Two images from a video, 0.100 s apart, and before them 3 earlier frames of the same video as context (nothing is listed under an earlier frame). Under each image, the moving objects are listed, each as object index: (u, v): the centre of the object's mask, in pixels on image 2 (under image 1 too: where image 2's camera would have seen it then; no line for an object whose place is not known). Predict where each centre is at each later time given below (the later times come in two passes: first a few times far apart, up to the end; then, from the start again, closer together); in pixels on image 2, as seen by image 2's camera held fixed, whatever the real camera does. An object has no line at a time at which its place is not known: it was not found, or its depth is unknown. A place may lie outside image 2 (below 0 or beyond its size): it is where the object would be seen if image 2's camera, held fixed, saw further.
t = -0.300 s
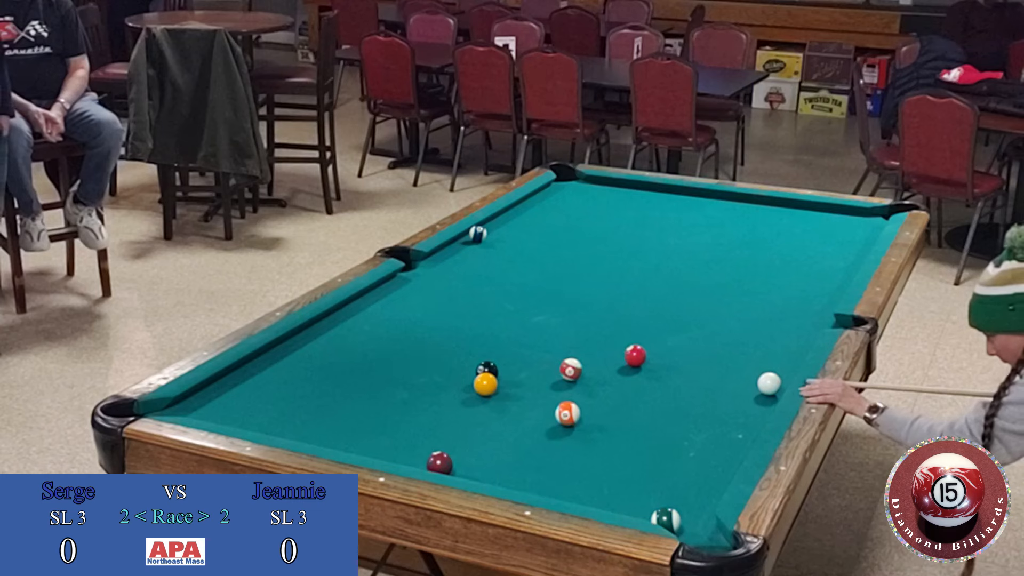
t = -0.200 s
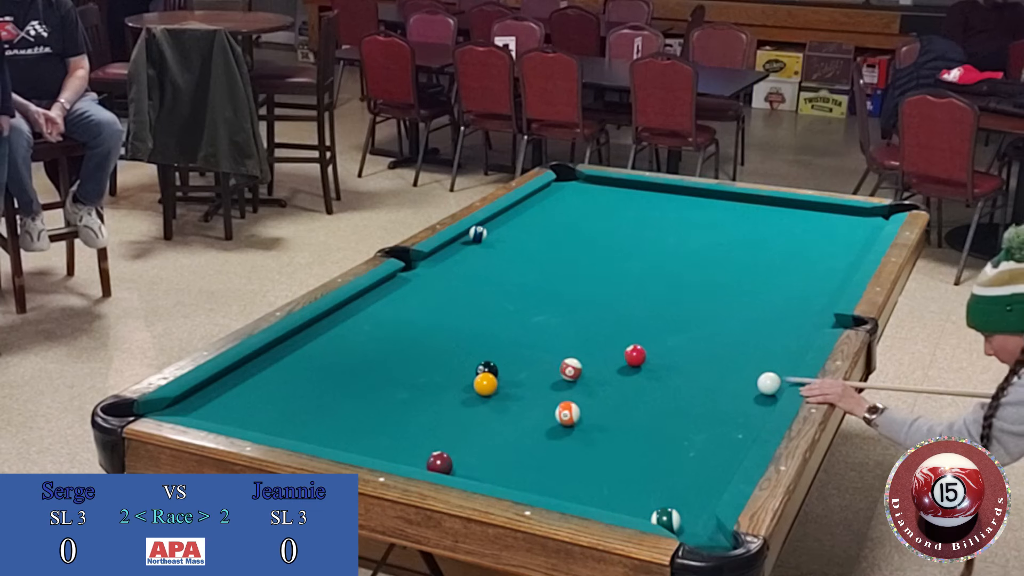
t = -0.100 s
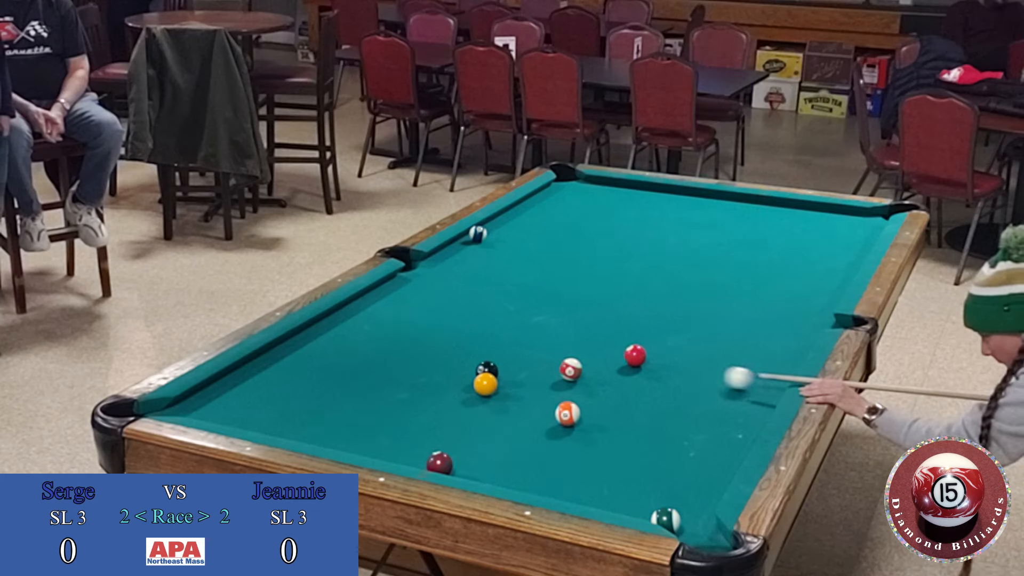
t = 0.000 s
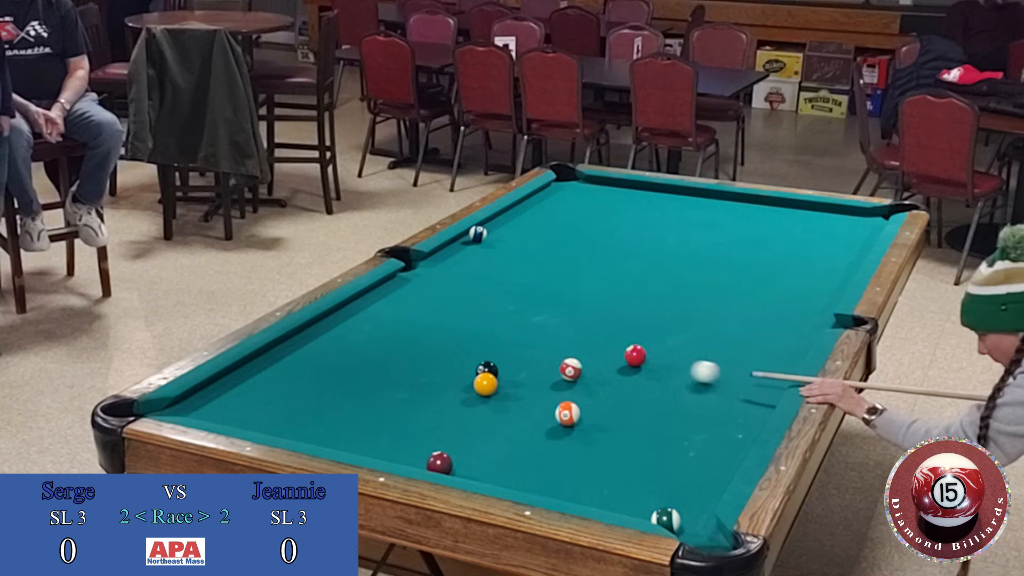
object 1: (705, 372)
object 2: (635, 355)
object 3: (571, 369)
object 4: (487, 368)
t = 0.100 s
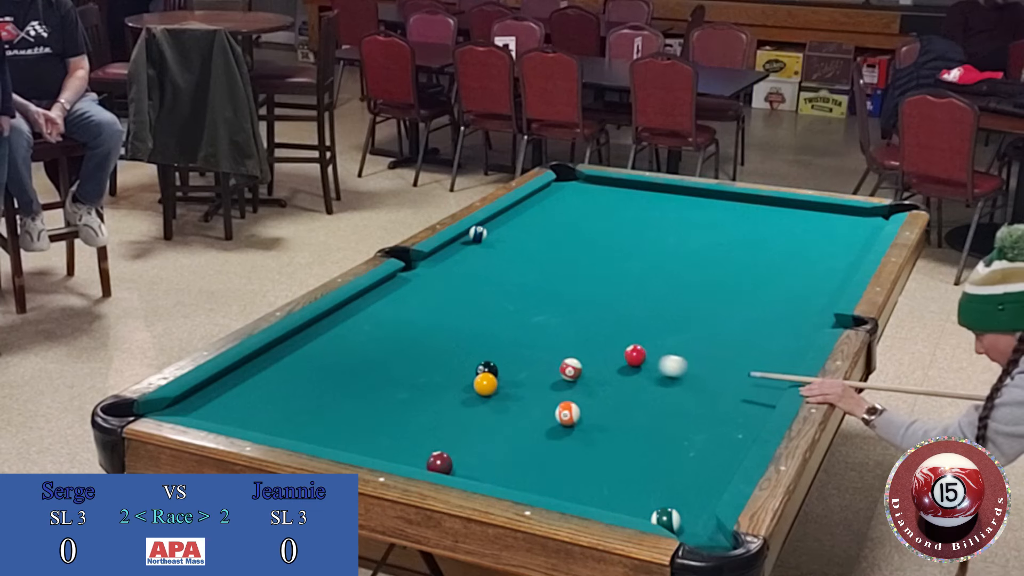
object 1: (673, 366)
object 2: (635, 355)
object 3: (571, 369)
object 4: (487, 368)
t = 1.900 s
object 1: (584, 371)
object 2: (471, 288)
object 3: (506, 374)
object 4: (473, 370)
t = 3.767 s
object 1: (584, 371)
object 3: (507, 373)
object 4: (469, 372)
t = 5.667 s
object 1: (584, 371)
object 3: (507, 373)
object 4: (469, 372)
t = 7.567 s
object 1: (584, 371)
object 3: (507, 373)
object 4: (469, 372)
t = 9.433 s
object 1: (584, 371)
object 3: (506, 373)
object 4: (469, 372)
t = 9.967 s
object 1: (584, 371)
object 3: (507, 373)
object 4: (469, 372)
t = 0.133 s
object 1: (662, 364)
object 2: (635, 355)
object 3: (571, 369)
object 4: (487, 368)
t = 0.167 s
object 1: (652, 362)
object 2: (633, 354)
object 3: (571, 369)
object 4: (487, 368)
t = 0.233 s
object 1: (643, 363)
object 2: (624, 350)
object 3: (571, 369)
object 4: (487, 368)
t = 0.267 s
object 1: (639, 364)
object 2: (620, 349)
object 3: (571, 369)
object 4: (487, 368)
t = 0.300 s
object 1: (634, 364)
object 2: (616, 347)
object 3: (571, 369)
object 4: (487, 368)
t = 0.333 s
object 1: (629, 365)
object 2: (612, 345)
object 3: (571, 369)
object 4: (487, 368)
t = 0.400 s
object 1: (619, 365)
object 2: (603, 342)
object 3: (571, 369)
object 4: (487, 368)
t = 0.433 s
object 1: (615, 366)
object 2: (600, 340)
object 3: (571, 369)
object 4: (487, 368)
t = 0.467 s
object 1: (610, 366)
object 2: (596, 339)
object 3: (571, 369)
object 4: (487, 368)
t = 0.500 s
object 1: (605, 367)
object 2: (592, 337)
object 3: (571, 369)
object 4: (487, 368)
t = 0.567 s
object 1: (596, 367)
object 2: (585, 334)
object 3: (571, 369)
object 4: (487, 368)
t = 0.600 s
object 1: (593, 368)
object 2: (581, 333)
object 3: (570, 369)
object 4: (487, 368)
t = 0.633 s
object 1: (592, 368)
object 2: (577, 331)
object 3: (567, 369)
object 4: (487, 368)
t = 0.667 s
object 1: (591, 368)
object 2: (574, 330)
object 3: (564, 369)
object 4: (487, 368)
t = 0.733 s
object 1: (590, 369)
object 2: (567, 327)
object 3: (558, 370)
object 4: (487, 368)
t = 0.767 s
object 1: (589, 369)
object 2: (564, 326)
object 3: (555, 370)
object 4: (487, 368)
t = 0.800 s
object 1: (589, 369)
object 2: (560, 324)
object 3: (553, 370)
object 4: (487, 368)
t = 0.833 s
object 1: (588, 369)
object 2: (557, 323)
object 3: (550, 370)
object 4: (487, 368)
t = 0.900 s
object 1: (587, 369)
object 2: (550, 320)
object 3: (545, 371)
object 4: (487, 368)
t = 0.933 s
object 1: (587, 370)
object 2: (547, 319)
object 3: (542, 371)
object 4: (487, 368)
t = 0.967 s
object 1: (586, 370)
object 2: (544, 318)
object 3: (540, 371)
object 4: (487, 368)
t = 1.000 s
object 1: (586, 370)
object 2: (541, 316)
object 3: (538, 371)
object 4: (487, 368)
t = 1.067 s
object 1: (585, 370)
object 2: (535, 314)
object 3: (533, 371)
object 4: (487, 368)
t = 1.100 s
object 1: (585, 370)
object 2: (532, 313)
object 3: (531, 371)
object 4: (487, 368)
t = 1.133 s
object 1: (585, 370)
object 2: (529, 311)
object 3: (528, 371)
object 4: (487, 368)
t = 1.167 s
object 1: (585, 370)
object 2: (526, 310)
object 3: (526, 371)
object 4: (487, 368)
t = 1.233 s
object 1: (584, 371)
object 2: (521, 308)
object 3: (521, 372)
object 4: (487, 368)
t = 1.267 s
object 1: (584, 371)
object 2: (517, 307)
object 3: (519, 372)
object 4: (487, 368)
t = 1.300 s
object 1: (584, 371)
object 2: (515, 306)
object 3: (517, 372)
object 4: (487, 368)
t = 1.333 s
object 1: (584, 371)
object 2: (512, 304)
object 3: (515, 372)
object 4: (487, 368)
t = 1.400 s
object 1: (584, 371)
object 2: (507, 302)
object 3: (511, 372)
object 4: (487, 368)
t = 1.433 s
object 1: (584, 371)
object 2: (504, 301)
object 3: (510, 373)
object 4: (487, 368)
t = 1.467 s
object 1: (584, 371)
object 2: (502, 300)
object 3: (509, 373)
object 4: (485, 368)
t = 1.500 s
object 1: (584, 371)
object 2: (499, 299)
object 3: (509, 373)
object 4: (484, 368)
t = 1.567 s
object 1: (584, 371)
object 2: (494, 297)
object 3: (508, 373)
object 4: (481, 368)
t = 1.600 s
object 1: (584, 371)
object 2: (491, 296)
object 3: (508, 373)
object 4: (480, 368)
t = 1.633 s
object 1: (584, 371)
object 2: (489, 295)
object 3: (508, 373)
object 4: (479, 369)
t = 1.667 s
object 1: (584, 371)
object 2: (487, 294)
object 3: (507, 373)
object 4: (478, 369)
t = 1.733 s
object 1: (584, 371)
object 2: (482, 292)
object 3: (507, 374)
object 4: (476, 369)
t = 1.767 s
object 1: (584, 371)
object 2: (480, 291)
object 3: (507, 374)
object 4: (476, 369)
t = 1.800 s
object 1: (584, 371)
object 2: (477, 290)
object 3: (507, 374)
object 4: (475, 370)
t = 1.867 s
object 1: (584, 371)
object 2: (473, 288)
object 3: (506, 374)
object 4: (473, 370)
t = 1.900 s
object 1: (584, 371)
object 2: (471, 288)
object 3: (506, 374)
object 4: (473, 370)
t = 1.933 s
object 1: (584, 371)
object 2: (469, 287)
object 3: (506, 373)
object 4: (472, 370)
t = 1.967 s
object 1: (584, 371)
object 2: (467, 286)
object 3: (506, 374)
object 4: (472, 371)
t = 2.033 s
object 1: (584, 371)
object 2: (462, 284)
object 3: (506, 373)
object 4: (471, 371)
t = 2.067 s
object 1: (584, 371)
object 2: (460, 284)
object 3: (506, 373)
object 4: (470, 371)
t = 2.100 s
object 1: (584, 371)
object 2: (458, 283)
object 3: (506, 373)
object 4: (470, 371)
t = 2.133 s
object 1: (584, 371)
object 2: (456, 282)
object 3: (507, 373)
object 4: (470, 371)
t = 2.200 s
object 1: (584, 371)
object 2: (452, 280)
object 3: (507, 373)
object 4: (469, 372)
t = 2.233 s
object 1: (584, 371)
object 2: (451, 280)
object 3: (507, 373)
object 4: (469, 372)
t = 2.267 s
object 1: (584, 371)
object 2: (448, 279)
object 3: (507, 373)
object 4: (469, 372)
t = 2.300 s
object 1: (584, 371)
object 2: (446, 278)
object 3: (507, 373)
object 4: (469, 372)
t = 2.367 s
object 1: (584, 371)
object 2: (443, 277)
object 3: (507, 373)
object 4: (469, 372)
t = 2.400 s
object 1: (584, 371)
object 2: (441, 276)
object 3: (507, 373)
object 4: (469, 372)
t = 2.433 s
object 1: (584, 371)
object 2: (439, 276)
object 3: (507, 373)
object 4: (469, 372)
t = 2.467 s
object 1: (584, 371)
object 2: (438, 275)
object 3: (507, 373)
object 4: (469, 372)
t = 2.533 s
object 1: (584, 371)
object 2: (434, 274)
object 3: (507, 373)
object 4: (469, 372)
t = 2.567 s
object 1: (584, 371)
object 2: (432, 273)
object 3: (507, 373)
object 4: (469, 372)
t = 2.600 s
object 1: (584, 371)
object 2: (431, 272)
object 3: (507, 373)
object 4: (469, 372)
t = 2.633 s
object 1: (584, 371)
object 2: (429, 272)
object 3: (507, 373)
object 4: (469, 372)
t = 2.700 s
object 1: (584, 371)
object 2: (426, 270)
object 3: (507, 373)
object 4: (469, 372)
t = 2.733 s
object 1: (584, 371)
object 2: (425, 270)
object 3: (507, 373)
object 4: (469, 372)
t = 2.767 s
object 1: (584, 371)
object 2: (423, 269)
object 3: (507, 373)
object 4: (469, 372)
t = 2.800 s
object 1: (584, 371)
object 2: (422, 269)
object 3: (507, 373)
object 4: (469, 372)
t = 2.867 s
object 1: (584, 371)
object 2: (419, 267)
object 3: (507, 373)
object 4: (469, 372)
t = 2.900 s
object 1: (584, 371)
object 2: (417, 267)
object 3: (507, 373)
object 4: (469, 372)
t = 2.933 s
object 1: (584, 371)
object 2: (416, 266)
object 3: (507, 373)
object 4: (469, 372)
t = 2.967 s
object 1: (584, 371)
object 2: (414, 266)
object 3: (507, 373)
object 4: (469, 372)
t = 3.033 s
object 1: (584, 371)
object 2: (413, 265)
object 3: (506, 373)
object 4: (469, 372)
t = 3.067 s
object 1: (584, 371)
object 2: (413, 264)
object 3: (507, 373)
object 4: (469, 372)
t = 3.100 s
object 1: (584, 371)
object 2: (413, 264)
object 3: (507, 373)
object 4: (469, 372)
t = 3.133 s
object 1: (584, 371)
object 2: (413, 264)
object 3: (507, 373)
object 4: (469, 372)
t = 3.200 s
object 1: (584, 371)
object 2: (414, 263)
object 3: (507, 373)
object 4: (469, 372)
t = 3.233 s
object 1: (584, 371)
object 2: (414, 263)
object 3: (507, 373)
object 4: (469, 372)
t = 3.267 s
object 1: (584, 371)
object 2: (414, 262)
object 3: (507, 373)
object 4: (469, 372)
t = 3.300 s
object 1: (584, 371)
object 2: (414, 262)
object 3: (507, 373)
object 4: (469, 372)
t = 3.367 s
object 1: (584, 371)
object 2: (414, 261)
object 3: (507, 373)
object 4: (469, 372)
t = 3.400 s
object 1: (584, 371)
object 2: (414, 261)
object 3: (507, 373)
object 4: (469, 372)
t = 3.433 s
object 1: (584, 371)
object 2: (414, 260)
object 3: (507, 373)
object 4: (469, 372)
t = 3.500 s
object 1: (584, 371)
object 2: (413, 260)
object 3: (507, 373)
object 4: (469, 372)
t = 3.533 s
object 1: (584, 371)
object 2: (412, 260)
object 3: (507, 373)
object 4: (469, 372)
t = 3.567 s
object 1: (584, 371)
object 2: (411, 261)
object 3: (507, 373)
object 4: (469, 372)
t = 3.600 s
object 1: (584, 371)
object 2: (409, 263)
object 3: (507, 373)
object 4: (469, 372)
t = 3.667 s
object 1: (584, 371)
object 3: (507, 373)
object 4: (469, 372)
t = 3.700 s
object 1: (584, 371)
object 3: (507, 373)
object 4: (469, 372)
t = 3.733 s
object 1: (584, 371)
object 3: (507, 373)
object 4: (469, 372)
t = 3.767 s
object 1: (584, 371)
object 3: (507, 373)
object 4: (469, 372)
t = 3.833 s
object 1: (584, 371)
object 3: (507, 373)
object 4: (469, 372)
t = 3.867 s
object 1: (584, 371)
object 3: (507, 373)
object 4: (469, 372)
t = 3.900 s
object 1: (584, 371)
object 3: (507, 373)
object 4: (469, 372)
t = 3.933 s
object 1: (584, 371)
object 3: (507, 373)
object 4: (469, 372)
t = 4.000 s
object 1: (584, 371)
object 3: (507, 373)
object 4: (469, 372)
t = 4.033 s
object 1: (584, 371)
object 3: (507, 373)
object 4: (469, 372)
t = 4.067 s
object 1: (584, 371)
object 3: (507, 373)
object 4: (469, 372)
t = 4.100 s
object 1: (584, 371)
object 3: (507, 373)
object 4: (469, 372)
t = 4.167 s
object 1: (584, 371)
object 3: (507, 373)
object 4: (469, 372)
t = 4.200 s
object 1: (584, 371)
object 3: (507, 373)
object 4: (469, 372)
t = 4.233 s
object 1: (584, 371)
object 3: (507, 373)
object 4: (469, 372)
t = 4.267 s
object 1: (584, 371)
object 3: (507, 373)
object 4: (469, 372)
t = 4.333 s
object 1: (584, 371)
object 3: (507, 373)
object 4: (469, 372)
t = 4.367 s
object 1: (584, 371)
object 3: (507, 373)
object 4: (469, 372)
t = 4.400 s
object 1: (584, 371)
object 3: (507, 373)
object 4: (469, 372)
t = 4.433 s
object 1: (584, 371)
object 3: (507, 373)
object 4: (469, 372)
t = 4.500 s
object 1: (584, 371)
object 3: (507, 373)
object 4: (469, 372)
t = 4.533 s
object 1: (584, 371)
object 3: (507, 373)
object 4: (469, 372)
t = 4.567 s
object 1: (584, 371)
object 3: (507, 373)
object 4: (469, 372)
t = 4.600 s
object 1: (584, 371)
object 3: (507, 373)
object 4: (469, 372)
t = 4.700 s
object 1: (584, 371)
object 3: (507, 373)
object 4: (469, 372)
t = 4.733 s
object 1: (584, 371)
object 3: (507, 373)
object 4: (469, 372)
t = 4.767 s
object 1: (584, 371)
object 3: (507, 373)
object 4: (469, 372)
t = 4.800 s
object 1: (584, 371)
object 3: (507, 373)
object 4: (469, 372)
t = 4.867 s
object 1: (584, 371)
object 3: (507, 373)
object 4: (469, 372)
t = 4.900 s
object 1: (584, 371)
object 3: (507, 373)
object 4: (469, 372)
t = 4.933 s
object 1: (584, 371)
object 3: (507, 373)
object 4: (469, 372)
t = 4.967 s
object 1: (584, 371)
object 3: (507, 373)
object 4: (469, 372)
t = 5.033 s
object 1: (584, 371)
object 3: (507, 373)
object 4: (469, 372)
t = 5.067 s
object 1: (584, 371)
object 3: (507, 373)
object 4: (469, 372)
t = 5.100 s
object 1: (584, 371)
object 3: (506, 373)
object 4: (469, 372)
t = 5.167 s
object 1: (584, 371)
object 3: (507, 373)
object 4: (469, 372)
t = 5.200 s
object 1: (584, 371)
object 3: (507, 373)
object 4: (469, 372)
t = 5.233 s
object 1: (584, 371)
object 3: (507, 373)
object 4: (469, 372)
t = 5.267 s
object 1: (584, 371)
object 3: (507, 373)
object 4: (469, 372)
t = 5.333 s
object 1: (584, 371)
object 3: (507, 373)
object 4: (469, 372)
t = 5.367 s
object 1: (584, 371)
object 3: (507, 373)
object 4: (469, 372)
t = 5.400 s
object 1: (584, 371)
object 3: (507, 373)
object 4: (469, 372)
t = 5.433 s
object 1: (584, 371)
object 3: (507, 373)
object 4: (469, 372)
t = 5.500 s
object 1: (584, 371)
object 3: (507, 373)
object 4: (469, 372)
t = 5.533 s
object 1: (584, 371)
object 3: (507, 373)
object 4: (469, 372)
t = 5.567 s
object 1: (584, 371)
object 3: (507, 373)
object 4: (469, 372)
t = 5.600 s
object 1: (584, 371)
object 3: (507, 373)
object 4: (469, 372)
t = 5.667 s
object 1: (584, 371)
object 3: (507, 373)
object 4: (469, 372)
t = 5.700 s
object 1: (584, 371)
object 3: (507, 373)
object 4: (469, 372)
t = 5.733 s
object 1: (584, 371)
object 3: (507, 373)
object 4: (469, 372)
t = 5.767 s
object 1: (584, 371)
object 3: (507, 373)
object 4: (469, 372)
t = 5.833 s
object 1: (584, 371)
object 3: (507, 373)
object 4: (469, 372)
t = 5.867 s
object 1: (584, 371)
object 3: (506, 373)
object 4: (469, 372)
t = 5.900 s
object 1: (584, 371)
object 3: (506, 373)
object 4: (469, 372)
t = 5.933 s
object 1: (584, 371)
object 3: (507, 373)
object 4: (469, 372)
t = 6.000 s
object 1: (584, 371)
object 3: (506, 373)
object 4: (469, 372)
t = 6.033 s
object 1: (584, 371)
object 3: (506, 373)
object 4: (469, 372)
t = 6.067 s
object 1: (584, 371)
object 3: (506, 373)
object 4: (469, 372)
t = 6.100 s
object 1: (584, 371)
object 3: (507, 373)
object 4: (469, 372)
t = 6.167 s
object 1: (584, 371)
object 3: (507, 373)
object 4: (469, 372)
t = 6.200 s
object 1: (584, 371)
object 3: (507, 373)
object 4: (469, 372)
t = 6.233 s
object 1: (584, 371)
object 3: (507, 373)
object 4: (469, 372)
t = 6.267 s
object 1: (584, 371)
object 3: (507, 373)
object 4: (469, 372)
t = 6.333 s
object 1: (584, 371)
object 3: (507, 373)
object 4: (469, 372)
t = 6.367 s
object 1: (584, 371)
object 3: (507, 373)
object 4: (469, 372)
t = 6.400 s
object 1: (584, 371)
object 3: (507, 373)
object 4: (469, 372)
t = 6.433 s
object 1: (584, 371)
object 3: (507, 373)
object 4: (469, 372)
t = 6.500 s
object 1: (584, 371)
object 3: (507, 373)
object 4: (469, 372)
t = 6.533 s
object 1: (584, 371)
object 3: (507, 373)
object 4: (469, 372)
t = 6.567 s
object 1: (584, 371)
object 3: (507, 373)
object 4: (469, 372)
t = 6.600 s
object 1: (584, 371)
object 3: (507, 373)
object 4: (469, 372)
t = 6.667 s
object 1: (584, 371)
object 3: (507, 373)
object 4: (469, 372)
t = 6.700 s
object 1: (584, 371)
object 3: (507, 373)
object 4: (469, 372)
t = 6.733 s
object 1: (584, 371)
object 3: (507, 373)
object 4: (469, 372)
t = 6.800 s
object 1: (584, 371)
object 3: (507, 373)
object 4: (469, 372)
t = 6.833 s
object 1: (584, 371)
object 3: (507, 373)
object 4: (469, 372)
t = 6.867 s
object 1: (584, 371)
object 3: (507, 373)
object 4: (469, 372)
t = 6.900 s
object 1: (584, 371)
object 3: (507, 373)
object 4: (469, 372)
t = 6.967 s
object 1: (584, 371)
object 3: (507, 373)
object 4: (469, 372)
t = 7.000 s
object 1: (584, 371)
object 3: (506, 373)
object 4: (469, 372)
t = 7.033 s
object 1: (584, 371)
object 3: (507, 373)
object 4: (469, 372)
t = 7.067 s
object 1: (584, 371)
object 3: (507, 373)
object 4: (469, 372)
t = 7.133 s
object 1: (584, 371)
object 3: (507, 373)
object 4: (469, 372)
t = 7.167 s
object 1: (584, 371)
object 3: (507, 373)
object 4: (469, 372)
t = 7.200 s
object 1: (584, 371)
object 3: (507, 373)
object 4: (469, 372)
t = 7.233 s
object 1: (584, 371)
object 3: (507, 373)
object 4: (469, 372)
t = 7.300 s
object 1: (584, 371)
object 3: (507, 373)
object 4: (469, 372)
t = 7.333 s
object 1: (584, 371)
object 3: (507, 373)
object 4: (469, 372)
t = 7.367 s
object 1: (584, 371)
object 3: (507, 373)
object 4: (469, 372)
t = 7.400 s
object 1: (584, 371)
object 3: (507, 373)
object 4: (469, 372)
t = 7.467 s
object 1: (584, 371)
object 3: (507, 373)
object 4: (469, 372)
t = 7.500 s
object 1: (584, 371)
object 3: (507, 373)
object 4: (469, 372)
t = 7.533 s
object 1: (584, 371)
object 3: (507, 373)
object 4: (469, 372)
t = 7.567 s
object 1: (584, 371)
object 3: (507, 373)
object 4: (469, 372)
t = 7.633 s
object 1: (584, 371)
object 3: (507, 373)
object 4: (469, 372)
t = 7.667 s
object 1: (584, 371)
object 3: (507, 373)
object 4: (469, 372)
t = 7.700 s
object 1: (584, 371)
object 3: (507, 373)
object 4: (469, 372)
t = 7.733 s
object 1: (584, 371)
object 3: (507, 373)
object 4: (469, 372)
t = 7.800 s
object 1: (584, 371)
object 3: (507, 373)
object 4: (469, 372)
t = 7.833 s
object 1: (584, 371)
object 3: (507, 373)
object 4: (469, 372)
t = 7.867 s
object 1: (584, 371)
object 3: (507, 373)
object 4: (469, 372)
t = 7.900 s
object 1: (584, 371)
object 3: (507, 373)
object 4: (469, 372)
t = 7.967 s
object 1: (584, 371)
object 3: (507, 373)
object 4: (469, 372)
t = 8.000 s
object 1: (584, 371)
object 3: (507, 373)
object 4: (469, 372)
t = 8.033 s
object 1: (584, 371)
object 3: (507, 373)
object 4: (469, 372)
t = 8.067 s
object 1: (584, 371)
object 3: (507, 373)
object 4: (469, 372)
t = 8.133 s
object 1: (584, 371)
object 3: (507, 373)
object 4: (469, 372)
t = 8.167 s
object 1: (584, 371)
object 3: (507, 373)
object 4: (469, 372)
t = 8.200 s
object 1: (584, 371)
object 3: (507, 373)
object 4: (469, 372)
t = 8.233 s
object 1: (584, 371)
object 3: (507, 373)
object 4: (469, 372)
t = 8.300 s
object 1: (584, 371)
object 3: (507, 373)
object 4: (469, 372)
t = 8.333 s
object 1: (584, 371)
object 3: (507, 373)
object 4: (469, 372)
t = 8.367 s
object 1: (584, 371)
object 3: (507, 373)
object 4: (469, 372)
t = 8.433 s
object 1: (584, 371)
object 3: (507, 373)
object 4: (469, 372)
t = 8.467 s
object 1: (584, 371)
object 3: (507, 373)
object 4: (469, 372)
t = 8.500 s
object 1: (584, 371)
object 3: (507, 373)
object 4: (469, 372)
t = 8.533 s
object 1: (584, 371)
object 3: (507, 373)
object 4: (469, 372)
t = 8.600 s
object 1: (584, 371)
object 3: (507, 373)
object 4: (469, 372)
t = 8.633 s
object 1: (584, 371)
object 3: (507, 373)
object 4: (469, 372)
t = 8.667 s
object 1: (584, 371)
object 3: (507, 373)
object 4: (469, 372)
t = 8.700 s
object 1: (584, 371)
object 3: (507, 373)
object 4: (469, 372)
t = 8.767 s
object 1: (584, 371)
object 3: (507, 373)
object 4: (469, 372)
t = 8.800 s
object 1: (584, 371)
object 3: (507, 373)
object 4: (469, 372)
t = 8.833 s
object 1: (584, 371)
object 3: (507, 373)
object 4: (469, 372)
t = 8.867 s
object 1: (584, 371)
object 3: (507, 373)
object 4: (469, 372)
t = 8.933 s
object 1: (584, 371)
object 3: (506, 373)
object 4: (469, 372)
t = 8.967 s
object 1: (584, 371)
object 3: (507, 373)
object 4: (469, 372)
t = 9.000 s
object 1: (584, 371)
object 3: (506, 373)
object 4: (469, 372)
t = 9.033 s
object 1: (584, 371)
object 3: (506, 373)
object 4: (469, 372)
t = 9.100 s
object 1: (584, 371)
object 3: (507, 373)
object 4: (469, 372)
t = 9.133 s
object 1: (584, 371)
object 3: (506, 373)
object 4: (469, 372)
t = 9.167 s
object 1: (584, 371)
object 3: (506, 373)
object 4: (469, 372)
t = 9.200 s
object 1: (584, 371)
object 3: (506, 373)
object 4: (469, 372)
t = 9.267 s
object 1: (584, 371)
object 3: (506, 373)
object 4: (469, 372)
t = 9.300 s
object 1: (584, 371)
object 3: (506, 373)
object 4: (469, 372)
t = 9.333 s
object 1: (584, 371)
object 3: (506, 373)
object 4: (469, 372)
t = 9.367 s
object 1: (584, 371)
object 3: (506, 373)
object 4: (469, 372)
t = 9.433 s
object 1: (584, 371)
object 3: (506, 373)
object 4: (469, 372)
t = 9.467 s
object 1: (584, 371)
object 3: (506, 373)
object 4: (469, 372)
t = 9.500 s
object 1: (584, 371)
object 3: (506, 373)
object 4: (469, 372)
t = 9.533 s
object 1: (584, 371)
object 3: (506, 373)
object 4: (469, 372)
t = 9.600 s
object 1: (584, 371)
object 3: (506, 373)
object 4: (469, 372)
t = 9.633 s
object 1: (584, 371)
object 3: (506, 373)
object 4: (469, 372)
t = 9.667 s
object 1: (584, 371)
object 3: (506, 373)
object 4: (469, 372)
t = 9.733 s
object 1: (584, 371)
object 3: (506, 373)
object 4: (469, 372)
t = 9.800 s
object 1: (584, 371)
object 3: (506, 373)
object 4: (469, 372)
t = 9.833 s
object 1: (584, 371)
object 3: (507, 373)
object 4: (469, 372)
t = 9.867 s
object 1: (584, 371)
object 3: (506, 373)
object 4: (469, 372)
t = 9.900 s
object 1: (584, 371)
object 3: (507, 373)
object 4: (469, 372)
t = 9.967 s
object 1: (584, 371)
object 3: (507, 373)
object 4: (469, 372)
